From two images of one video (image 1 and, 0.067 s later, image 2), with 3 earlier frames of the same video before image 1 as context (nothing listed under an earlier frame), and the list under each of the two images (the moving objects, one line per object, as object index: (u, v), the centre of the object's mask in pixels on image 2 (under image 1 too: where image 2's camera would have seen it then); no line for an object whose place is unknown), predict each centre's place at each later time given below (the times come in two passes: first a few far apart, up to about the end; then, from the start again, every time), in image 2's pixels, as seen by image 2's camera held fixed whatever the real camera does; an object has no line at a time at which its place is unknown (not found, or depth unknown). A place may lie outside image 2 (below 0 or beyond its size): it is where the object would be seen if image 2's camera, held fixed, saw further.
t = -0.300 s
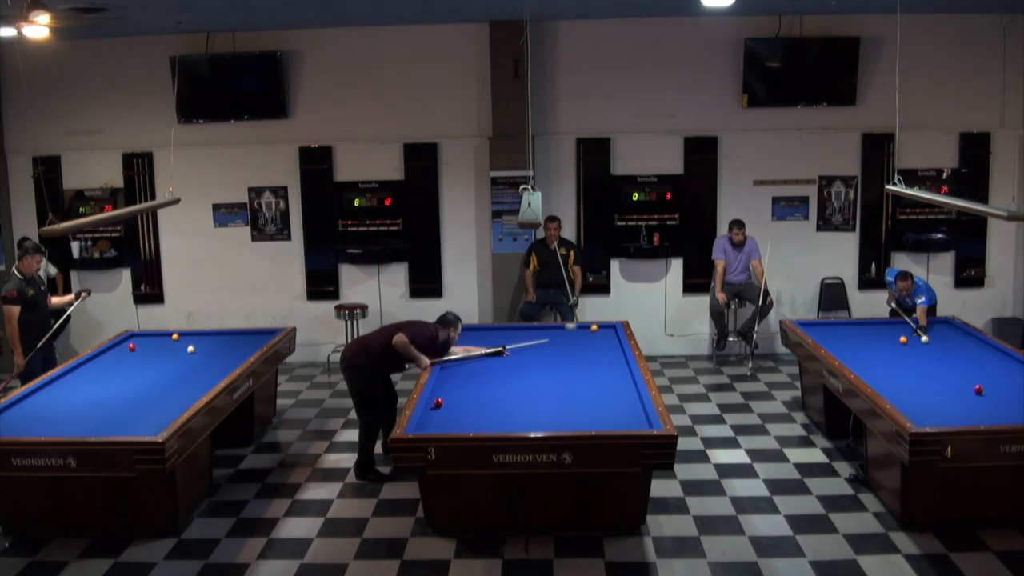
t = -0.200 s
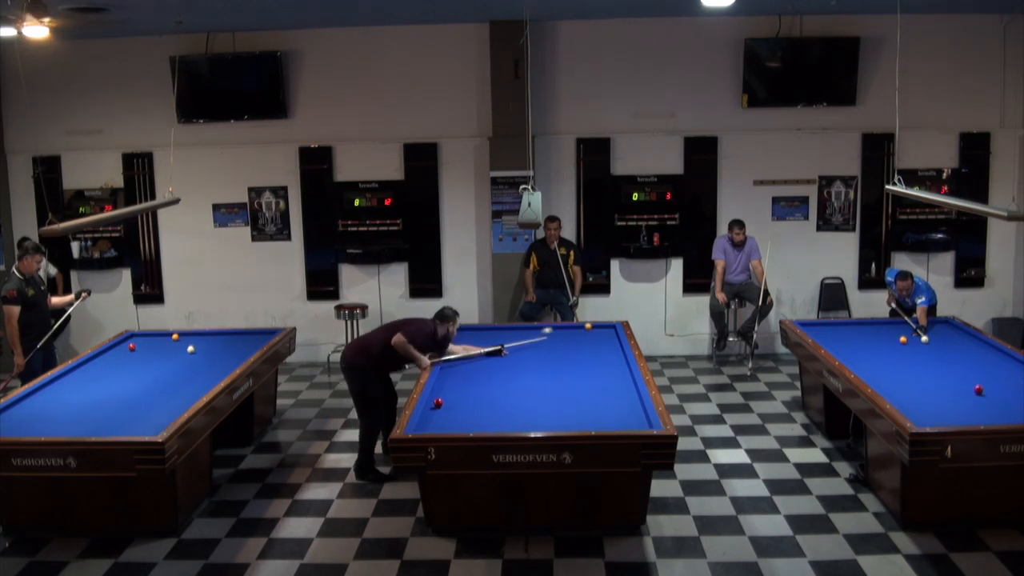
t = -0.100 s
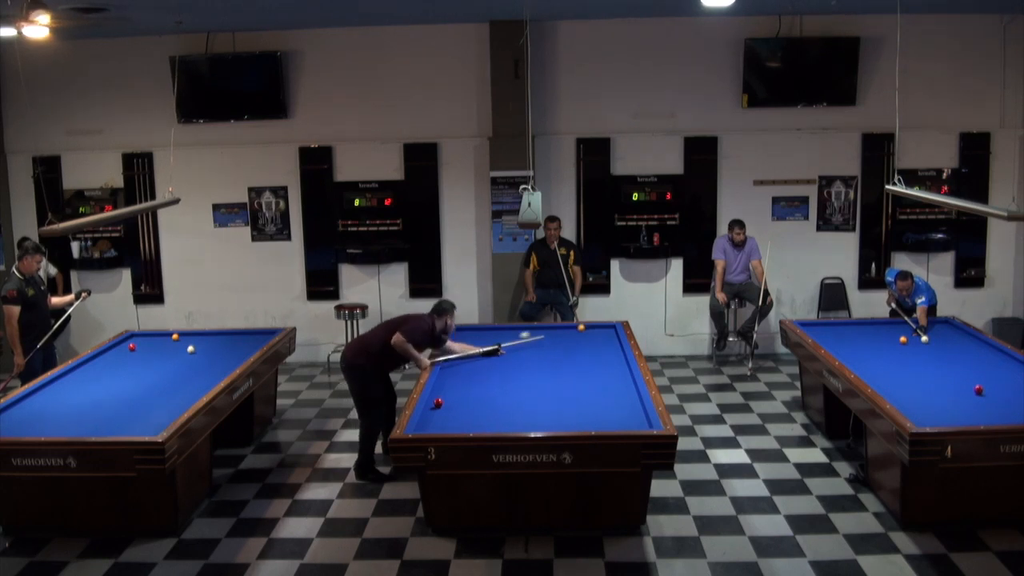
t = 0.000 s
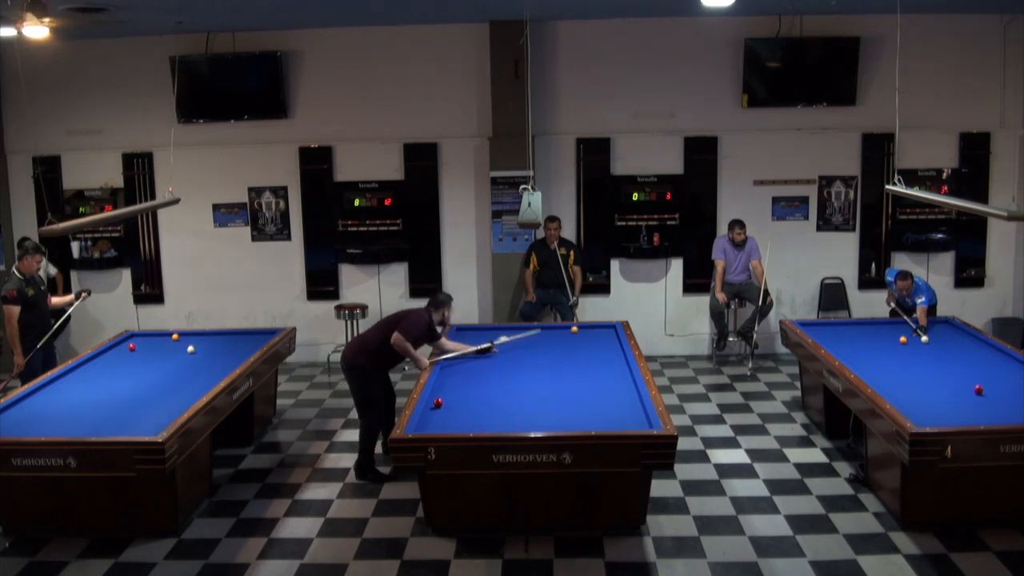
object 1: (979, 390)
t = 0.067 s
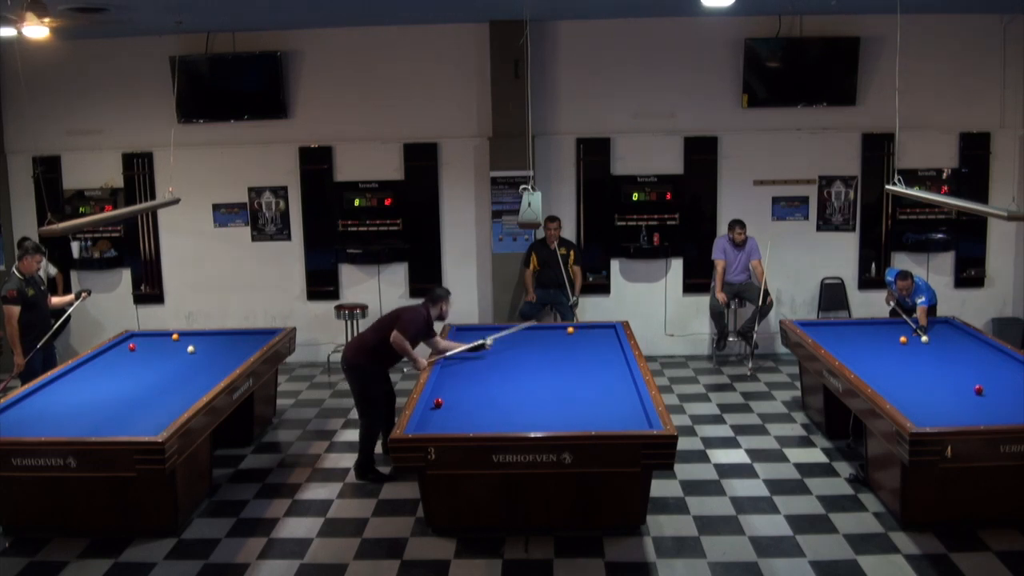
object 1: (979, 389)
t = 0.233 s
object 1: (979, 390)
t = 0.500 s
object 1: (979, 390)
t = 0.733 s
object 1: (979, 390)
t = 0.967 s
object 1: (979, 390)
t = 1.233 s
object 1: (979, 389)
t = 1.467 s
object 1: (979, 390)
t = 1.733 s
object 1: (979, 390)
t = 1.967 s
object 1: (979, 390)
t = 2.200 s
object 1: (979, 390)
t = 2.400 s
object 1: (1005, 399)
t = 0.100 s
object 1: (979, 390)
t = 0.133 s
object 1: (979, 389)
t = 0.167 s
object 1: (979, 390)
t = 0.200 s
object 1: (979, 390)
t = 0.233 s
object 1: (979, 390)
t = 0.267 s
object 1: (979, 390)
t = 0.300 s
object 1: (979, 390)
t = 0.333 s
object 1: (979, 390)
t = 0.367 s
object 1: (979, 390)
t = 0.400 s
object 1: (979, 390)
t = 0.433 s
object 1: (979, 390)
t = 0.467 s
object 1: (979, 390)
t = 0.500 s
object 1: (979, 390)
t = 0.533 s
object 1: (979, 390)
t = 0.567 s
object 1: (979, 389)
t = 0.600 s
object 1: (979, 390)
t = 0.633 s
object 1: (979, 390)
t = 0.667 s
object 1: (979, 390)
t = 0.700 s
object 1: (979, 389)
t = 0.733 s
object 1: (979, 390)
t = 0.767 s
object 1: (979, 390)
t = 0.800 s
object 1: (979, 390)
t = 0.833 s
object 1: (979, 390)
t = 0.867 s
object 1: (979, 390)
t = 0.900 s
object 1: (979, 390)
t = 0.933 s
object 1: (979, 390)
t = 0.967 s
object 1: (979, 390)
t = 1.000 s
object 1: (979, 390)
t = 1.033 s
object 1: (979, 390)
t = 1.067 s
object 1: (979, 389)
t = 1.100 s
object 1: (979, 390)
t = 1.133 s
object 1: (979, 389)
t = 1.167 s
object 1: (979, 390)
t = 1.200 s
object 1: (979, 389)
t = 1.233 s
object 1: (979, 389)
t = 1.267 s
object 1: (979, 390)
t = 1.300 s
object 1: (979, 390)
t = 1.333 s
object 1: (979, 390)
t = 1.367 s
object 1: (979, 390)
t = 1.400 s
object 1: (979, 390)
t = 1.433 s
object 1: (979, 390)
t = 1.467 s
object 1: (979, 390)
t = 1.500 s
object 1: (979, 390)
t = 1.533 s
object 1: (979, 390)
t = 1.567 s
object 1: (979, 390)
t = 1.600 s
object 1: (979, 390)
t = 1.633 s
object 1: (979, 390)
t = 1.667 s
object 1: (979, 390)
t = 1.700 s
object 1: (979, 390)
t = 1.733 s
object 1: (979, 390)
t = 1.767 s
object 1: (979, 390)
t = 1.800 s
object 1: (979, 390)
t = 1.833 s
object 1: (979, 390)
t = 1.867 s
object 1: (979, 390)
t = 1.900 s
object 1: (979, 390)
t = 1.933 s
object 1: (979, 390)
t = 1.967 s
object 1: (979, 390)
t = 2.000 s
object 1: (979, 390)
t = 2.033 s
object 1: (979, 390)
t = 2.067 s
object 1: (979, 390)
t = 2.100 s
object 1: (979, 390)
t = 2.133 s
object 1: (979, 390)
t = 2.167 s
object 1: (979, 390)
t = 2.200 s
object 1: (979, 390)
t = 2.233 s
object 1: (979, 389)
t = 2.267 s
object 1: (979, 389)
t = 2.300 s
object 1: (980, 390)
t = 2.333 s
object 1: (987, 392)
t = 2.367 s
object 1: (997, 396)
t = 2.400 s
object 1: (1005, 399)
